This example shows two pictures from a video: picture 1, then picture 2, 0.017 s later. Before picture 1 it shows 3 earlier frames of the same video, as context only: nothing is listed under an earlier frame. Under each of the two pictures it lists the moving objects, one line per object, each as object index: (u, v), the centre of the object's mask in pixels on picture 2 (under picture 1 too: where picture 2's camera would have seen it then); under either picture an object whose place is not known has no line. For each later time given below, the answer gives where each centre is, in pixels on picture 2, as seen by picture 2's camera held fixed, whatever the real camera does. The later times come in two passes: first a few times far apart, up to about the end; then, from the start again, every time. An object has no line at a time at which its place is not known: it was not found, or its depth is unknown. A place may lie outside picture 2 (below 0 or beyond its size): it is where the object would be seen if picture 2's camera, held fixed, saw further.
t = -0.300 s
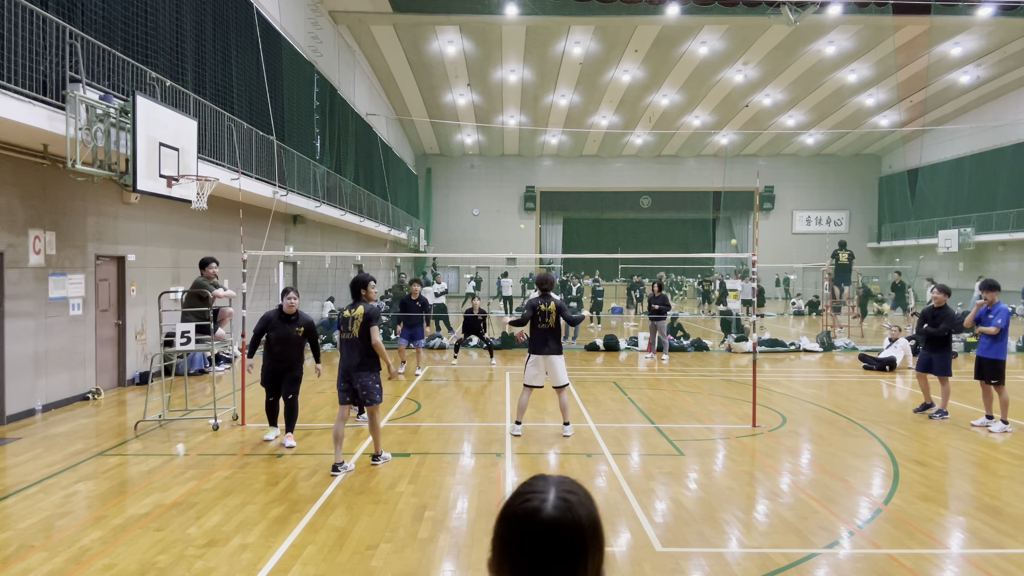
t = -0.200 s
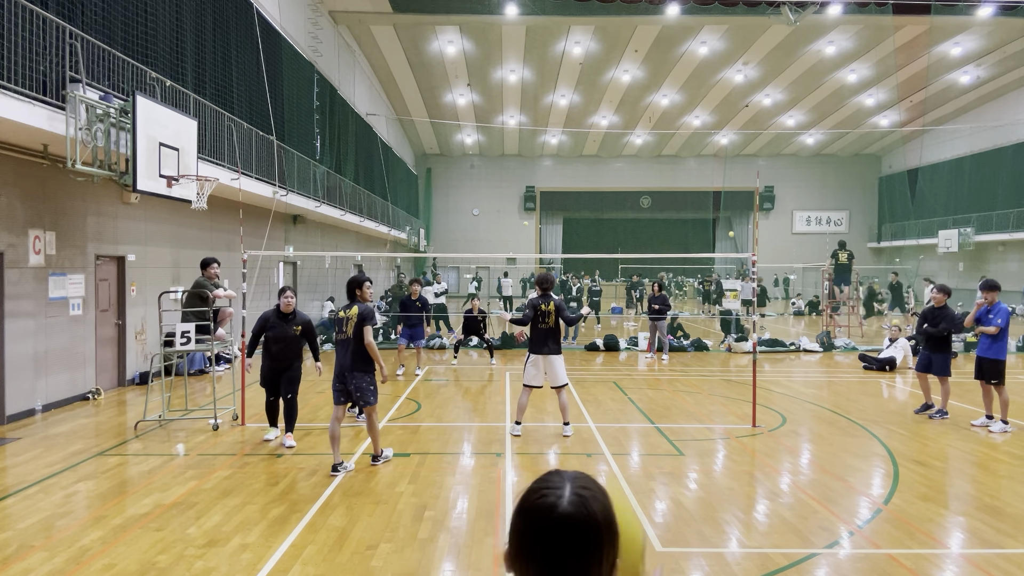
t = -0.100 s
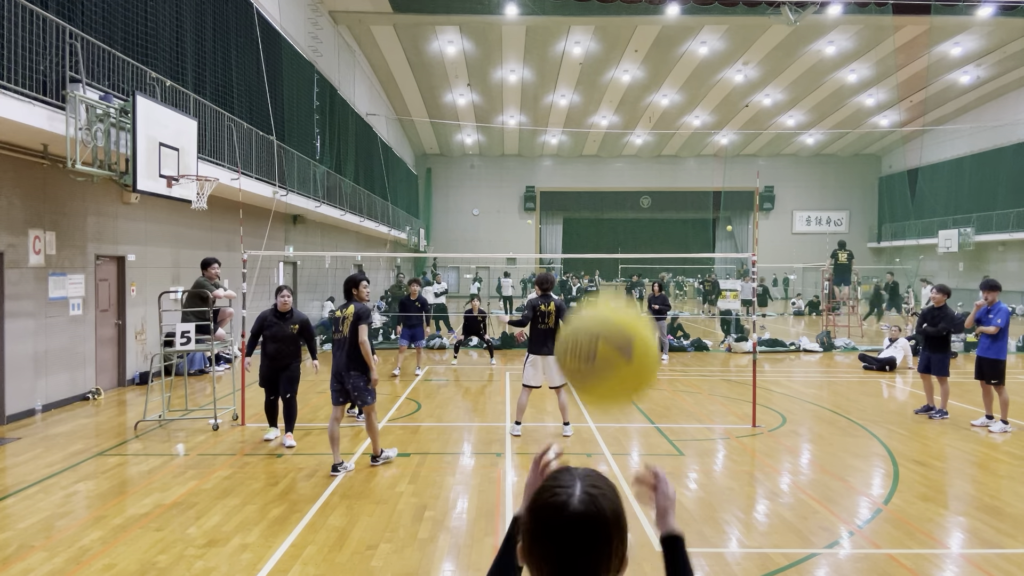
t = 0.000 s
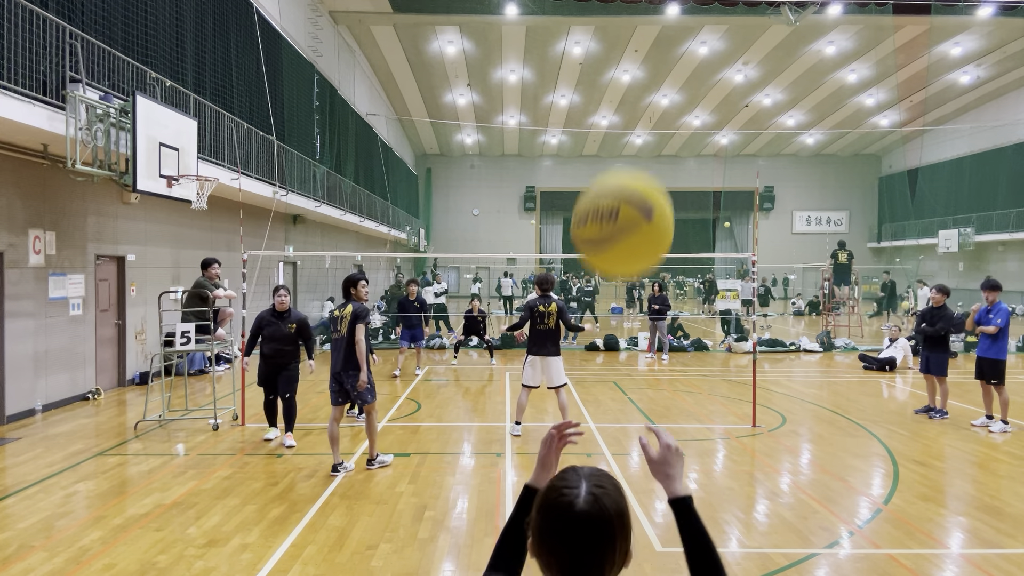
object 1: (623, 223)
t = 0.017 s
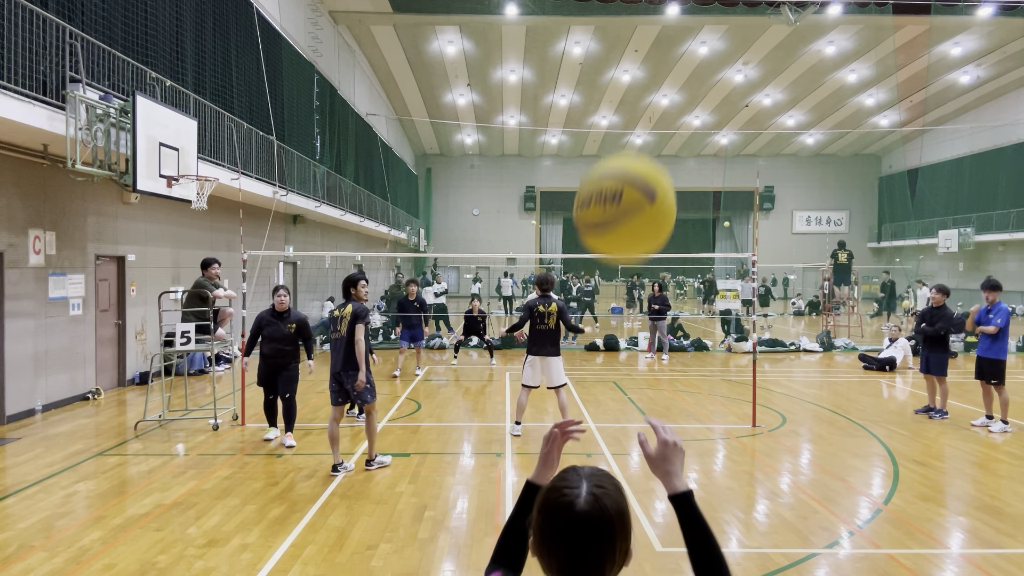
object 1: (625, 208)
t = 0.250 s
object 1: (653, 104)
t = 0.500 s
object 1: (674, 205)
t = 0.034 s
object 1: (628, 195)
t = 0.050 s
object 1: (630, 181)
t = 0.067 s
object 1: (632, 168)
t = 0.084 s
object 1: (634, 156)
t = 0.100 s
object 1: (636, 146)
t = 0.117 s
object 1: (638, 136)
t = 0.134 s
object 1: (640, 128)
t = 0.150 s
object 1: (642, 121)
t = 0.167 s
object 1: (644, 115)
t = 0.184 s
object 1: (646, 111)
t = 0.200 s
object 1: (648, 108)
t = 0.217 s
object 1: (649, 106)
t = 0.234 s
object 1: (651, 104)
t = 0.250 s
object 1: (653, 104)
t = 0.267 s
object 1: (654, 104)
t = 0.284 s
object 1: (655, 106)
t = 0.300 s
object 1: (657, 108)
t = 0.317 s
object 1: (659, 112)
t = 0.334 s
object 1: (660, 116)
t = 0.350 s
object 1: (662, 120)
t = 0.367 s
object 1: (663, 126)
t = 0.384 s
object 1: (664, 133)
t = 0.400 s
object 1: (666, 142)
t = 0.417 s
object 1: (667, 151)
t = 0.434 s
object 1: (669, 161)
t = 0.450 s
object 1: (671, 171)
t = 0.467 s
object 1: (672, 181)
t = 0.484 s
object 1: (673, 193)
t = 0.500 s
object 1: (674, 205)
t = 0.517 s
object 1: (675, 217)
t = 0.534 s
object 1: (676, 230)
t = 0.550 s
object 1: (678, 243)
